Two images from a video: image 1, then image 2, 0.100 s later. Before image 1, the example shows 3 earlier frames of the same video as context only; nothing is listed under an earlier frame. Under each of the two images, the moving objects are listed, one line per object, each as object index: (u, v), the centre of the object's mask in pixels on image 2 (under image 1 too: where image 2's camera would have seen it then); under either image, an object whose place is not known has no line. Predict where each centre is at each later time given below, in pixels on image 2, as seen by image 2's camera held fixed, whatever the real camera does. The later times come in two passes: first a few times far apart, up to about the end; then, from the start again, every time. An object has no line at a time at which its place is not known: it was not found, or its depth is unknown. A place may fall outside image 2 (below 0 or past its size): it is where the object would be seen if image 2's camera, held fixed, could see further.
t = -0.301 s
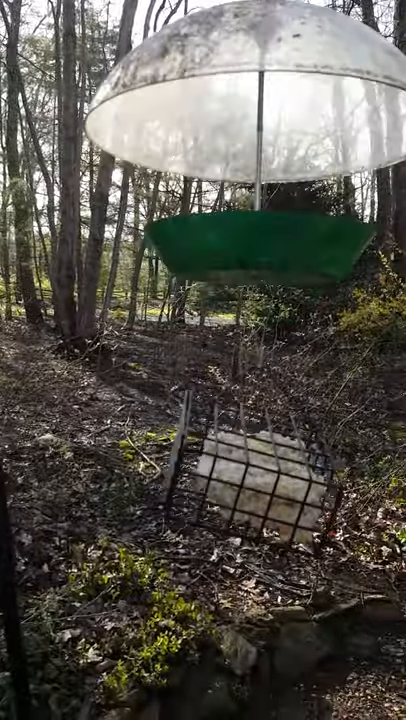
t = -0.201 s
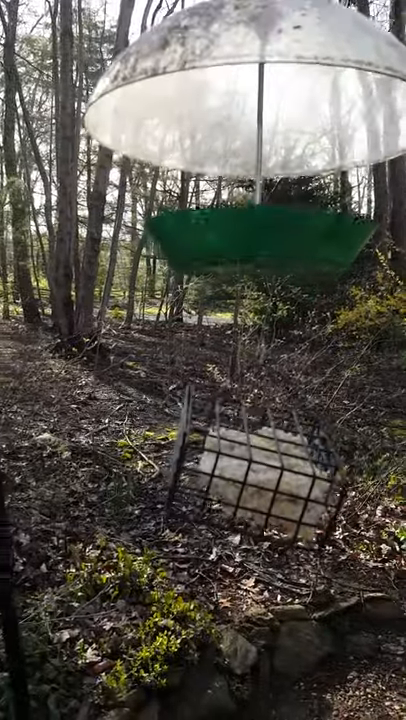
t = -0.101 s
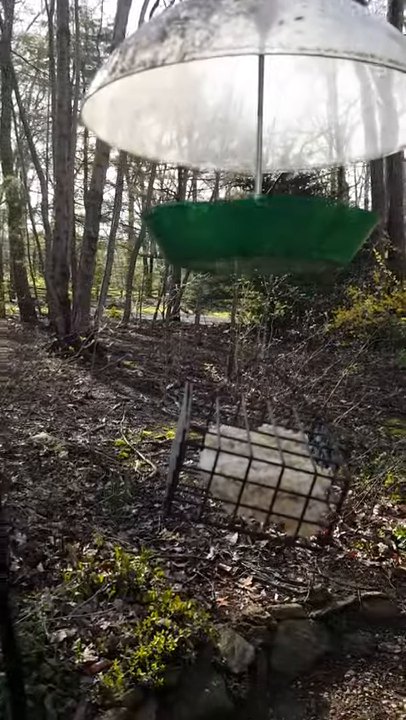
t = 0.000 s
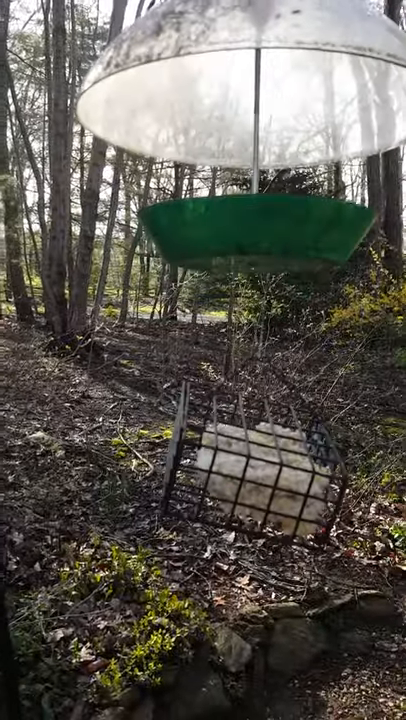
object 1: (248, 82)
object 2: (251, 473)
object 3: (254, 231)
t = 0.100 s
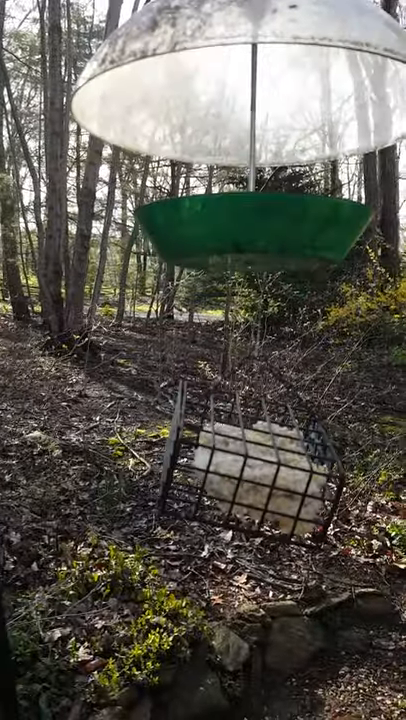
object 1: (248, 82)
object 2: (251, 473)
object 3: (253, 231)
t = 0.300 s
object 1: (250, 83)
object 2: (251, 475)
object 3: (254, 231)
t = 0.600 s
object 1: (247, 84)
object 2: (244, 476)
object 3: (250, 231)
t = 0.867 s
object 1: (242, 82)
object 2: (238, 478)
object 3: (244, 228)
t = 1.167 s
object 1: (243, 82)
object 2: (238, 475)
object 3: (245, 227)
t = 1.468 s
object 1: (244, 81)
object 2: (241, 479)
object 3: (246, 224)
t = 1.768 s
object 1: (246, 82)
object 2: (240, 473)
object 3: (246, 224)
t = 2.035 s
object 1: (246, 82)
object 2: (240, 473)
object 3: (247, 224)
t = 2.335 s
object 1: (245, 81)
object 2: (240, 473)
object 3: (246, 224)
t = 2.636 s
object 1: (244, 82)
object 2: (241, 474)
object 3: (246, 225)
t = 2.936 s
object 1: (243, 82)
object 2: (236, 475)
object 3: (244, 227)
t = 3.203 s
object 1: (244, 81)
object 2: (236, 473)
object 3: (243, 227)
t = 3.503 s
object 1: (245, 81)
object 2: (241, 479)
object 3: (246, 226)
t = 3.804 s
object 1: (245, 81)
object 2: (241, 472)
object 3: (246, 225)
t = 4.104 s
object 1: (244, 81)
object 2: (241, 471)
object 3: (245, 224)
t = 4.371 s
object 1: (243, 83)
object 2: (236, 474)
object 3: (244, 225)
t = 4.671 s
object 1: (244, 83)
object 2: (236, 473)
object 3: (244, 227)
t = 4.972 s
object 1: (247, 81)
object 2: (241, 474)
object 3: (248, 228)
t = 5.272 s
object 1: (249, 81)
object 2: (245, 474)
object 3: (250, 228)
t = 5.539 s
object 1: (249, 79)
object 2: (242, 474)
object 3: (249, 226)
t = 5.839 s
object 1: (249, 78)
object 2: (241, 476)
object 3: (248, 225)
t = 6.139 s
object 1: (249, 78)
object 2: (242, 476)
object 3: (248, 226)
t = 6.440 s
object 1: (251, 78)
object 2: (247, 479)
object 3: (252, 227)
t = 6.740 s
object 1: (252, 78)
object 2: (248, 479)
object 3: (252, 227)
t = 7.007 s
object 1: (251, 77)
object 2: (244, 476)
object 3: (251, 226)
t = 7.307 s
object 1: (250, 79)
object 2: (242, 480)
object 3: (250, 228)
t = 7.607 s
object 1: (250, 77)
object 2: (245, 480)
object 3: (249, 227)
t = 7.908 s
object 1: (252, 79)
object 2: (247, 476)
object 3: (251, 230)
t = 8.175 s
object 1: (252, 79)
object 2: (246, 477)
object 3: (251, 230)
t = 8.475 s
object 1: (249, 83)
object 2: (243, 477)
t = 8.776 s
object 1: (246, 87)
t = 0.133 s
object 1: (249, 82)
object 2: (252, 474)
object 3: (254, 231)
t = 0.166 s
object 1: (249, 83)
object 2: (250, 473)
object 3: (253, 231)
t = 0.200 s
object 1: (249, 83)
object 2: (251, 473)
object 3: (254, 231)
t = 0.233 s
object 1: (249, 83)
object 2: (251, 473)
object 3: (255, 231)
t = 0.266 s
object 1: (250, 83)
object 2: (250, 474)
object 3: (254, 231)
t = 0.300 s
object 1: (250, 83)
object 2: (251, 475)
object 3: (254, 231)
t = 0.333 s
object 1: (250, 83)
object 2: (251, 474)
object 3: (253, 231)
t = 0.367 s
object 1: (250, 83)
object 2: (250, 473)
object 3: (254, 231)
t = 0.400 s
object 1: (249, 83)
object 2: (247, 475)
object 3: (253, 231)
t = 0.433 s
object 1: (249, 83)
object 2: (247, 477)
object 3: (253, 231)
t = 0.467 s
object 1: (249, 83)
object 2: (246, 477)
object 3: (252, 231)
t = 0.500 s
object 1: (248, 83)
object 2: (247, 476)
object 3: (251, 230)
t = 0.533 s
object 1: (249, 83)
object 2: (247, 476)
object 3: (252, 230)
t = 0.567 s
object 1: (248, 83)
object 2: (246, 476)
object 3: (251, 231)
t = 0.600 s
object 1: (247, 84)
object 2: (244, 476)
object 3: (250, 231)
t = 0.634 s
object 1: (247, 84)
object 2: (244, 475)
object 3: (249, 230)
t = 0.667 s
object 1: (246, 84)
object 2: (242, 475)
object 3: (249, 230)
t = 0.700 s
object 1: (245, 84)
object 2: (241, 477)
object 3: (247, 230)
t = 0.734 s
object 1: (245, 84)
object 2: (239, 479)
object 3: (246, 230)
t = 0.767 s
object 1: (244, 83)
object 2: (239, 479)
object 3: (245, 229)
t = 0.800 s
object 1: (243, 82)
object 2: (238, 479)
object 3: (245, 229)
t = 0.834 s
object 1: (243, 82)
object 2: (238, 479)
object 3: (245, 228)
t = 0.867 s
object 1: (242, 82)
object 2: (238, 478)
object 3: (244, 228)
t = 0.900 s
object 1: (241, 81)
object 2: (237, 478)
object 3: (244, 228)
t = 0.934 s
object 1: (241, 81)
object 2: (255, 479)
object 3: (244, 228)
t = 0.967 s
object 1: (241, 82)
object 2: (255, 478)
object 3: (244, 228)
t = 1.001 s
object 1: (242, 82)
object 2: (238, 478)
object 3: (244, 227)
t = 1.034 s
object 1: (242, 82)
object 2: (238, 477)
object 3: (244, 227)
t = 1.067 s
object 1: (242, 82)
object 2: (239, 478)
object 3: (244, 227)
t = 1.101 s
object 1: (242, 82)
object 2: (238, 475)
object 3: (244, 227)
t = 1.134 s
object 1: (242, 82)
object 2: (238, 475)
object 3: (245, 227)
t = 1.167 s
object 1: (243, 82)
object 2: (238, 475)
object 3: (245, 227)
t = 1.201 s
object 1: (243, 82)
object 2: (238, 474)
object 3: (244, 226)
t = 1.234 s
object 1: (242, 82)
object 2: (239, 471)
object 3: (244, 226)
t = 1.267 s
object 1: (242, 82)
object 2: (240, 475)
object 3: (244, 225)
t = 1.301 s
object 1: (243, 81)
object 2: (239, 480)
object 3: (244, 225)
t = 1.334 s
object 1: (243, 81)
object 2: (239, 479)
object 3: (245, 224)
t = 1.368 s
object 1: (242, 82)
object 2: (239, 479)
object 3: (244, 225)
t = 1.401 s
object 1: (242, 82)
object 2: (240, 479)
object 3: (244, 225)
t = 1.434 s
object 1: (243, 81)
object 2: (241, 480)
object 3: (245, 225)
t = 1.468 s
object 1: (244, 81)
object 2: (241, 479)
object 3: (246, 224)
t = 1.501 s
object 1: (244, 82)
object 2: (241, 479)
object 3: (246, 225)
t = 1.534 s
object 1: (244, 82)
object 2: (241, 478)
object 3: (245, 225)
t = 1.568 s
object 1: (245, 82)
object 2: (240, 475)
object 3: (246, 224)
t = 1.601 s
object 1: (245, 82)
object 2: (240, 473)
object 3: (246, 224)
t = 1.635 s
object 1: (246, 83)
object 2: (240, 473)
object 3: (246, 225)
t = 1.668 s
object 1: (246, 82)
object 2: (240, 473)
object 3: (247, 224)
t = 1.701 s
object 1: (246, 83)
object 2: (240, 473)
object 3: (247, 224)
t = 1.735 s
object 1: (246, 83)
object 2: (240, 473)
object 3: (246, 224)
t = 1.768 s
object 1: (246, 82)
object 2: (240, 473)
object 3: (246, 224)
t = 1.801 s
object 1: (245, 82)
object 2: (240, 473)
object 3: (246, 224)
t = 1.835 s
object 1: (246, 82)
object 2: (240, 473)
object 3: (246, 224)
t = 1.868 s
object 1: (246, 82)
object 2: (240, 473)
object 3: (247, 224)
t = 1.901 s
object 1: (246, 82)
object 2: (240, 473)
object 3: (246, 224)
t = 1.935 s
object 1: (246, 83)
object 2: (240, 473)
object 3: (247, 225)
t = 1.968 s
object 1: (246, 82)
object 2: (240, 473)
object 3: (247, 224)
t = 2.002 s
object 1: (246, 82)
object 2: (240, 473)
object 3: (247, 224)
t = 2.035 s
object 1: (246, 82)
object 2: (240, 473)
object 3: (247, 224)
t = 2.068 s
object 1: (246, 83)
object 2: (240, 473)
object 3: (247, 224)
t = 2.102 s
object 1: (246, 83)
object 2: (240, 473)
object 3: (246, 224)
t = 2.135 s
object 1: (245, 82)
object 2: (240, 474)
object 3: (246, 224)
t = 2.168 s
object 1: (245, 81)
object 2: (239, 473)
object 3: (246, 224)
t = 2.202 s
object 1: (245, 82)
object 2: (239, 473)
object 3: (246, 224)
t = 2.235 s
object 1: (245, 82)
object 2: (240, 473)
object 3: (246, 224)
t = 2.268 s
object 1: (246, 82)
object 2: (240, 473)
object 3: (246, 225)
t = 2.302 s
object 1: (246, 82)
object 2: (240, 473)
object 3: (246, 225)
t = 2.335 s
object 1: (245, 81)
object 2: (240, 473)
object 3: (246, 224)
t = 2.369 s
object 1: (245, 81)
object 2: (240, 473)
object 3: (246, 224)
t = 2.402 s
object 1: (245, 81)
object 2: (240, 472)
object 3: (246, 224)
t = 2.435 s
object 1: (244, 82)
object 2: (240, 472)
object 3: (246, 225)
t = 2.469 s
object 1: (245, 82)
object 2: (241, 473)
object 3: (246, 226)
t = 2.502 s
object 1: (245, 82)
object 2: (241, 472)
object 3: (247, 225)
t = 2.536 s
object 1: (245, 82)
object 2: (241, 471)
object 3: (246, 225)
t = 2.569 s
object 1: (244, 83)
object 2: (241, 472)
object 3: (246, 226)
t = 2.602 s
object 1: (244, 83)
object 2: (241, 475)
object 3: (246, 226)
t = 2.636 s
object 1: (244, 82)
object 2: (241, 474)
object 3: (246, 225)
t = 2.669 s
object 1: (244, 82)
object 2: (240, 471)
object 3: (245, 225)
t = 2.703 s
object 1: (243, 83)
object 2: (240, 471)
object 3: (245, 226)
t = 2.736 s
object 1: (243, 82)
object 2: (239, 471)
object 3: (245, 226)
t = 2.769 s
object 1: (242, 82)
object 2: (238, 471)
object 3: (244, 225)
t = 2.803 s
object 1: (242, 82)
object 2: (238, 471)
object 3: (244, 226)
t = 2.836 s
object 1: (242, 82)
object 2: (238, 473)
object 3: (244, 226)
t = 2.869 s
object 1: (242, 82)
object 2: (237, 475)
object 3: (244, 226)
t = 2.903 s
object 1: (242, 82)
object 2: (237, 476)
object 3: (244, 227)
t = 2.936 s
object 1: (243, 82)
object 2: (236, 475)
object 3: (244, 227)
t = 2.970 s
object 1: (243, 82)
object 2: (238, 473)
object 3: (244, 227)
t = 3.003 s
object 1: (243, 83)
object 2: (237, 472)
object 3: (244, 227)
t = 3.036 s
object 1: (243, 82)
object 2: (237, 473)
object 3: (244, 227)
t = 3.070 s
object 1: (244, 82)
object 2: (237, 473)
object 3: (244, 227)
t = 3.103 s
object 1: (243, 82)
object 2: (236, 473)
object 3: (243, 227)
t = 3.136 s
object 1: (243, 82)
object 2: (236, 473)
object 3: (243, 227)
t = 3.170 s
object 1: (243, 82)
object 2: (236, 473)
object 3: (243, 227)
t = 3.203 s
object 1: (244, 81)
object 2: (236, 473)
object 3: (243, 227)
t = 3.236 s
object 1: (244, 81)
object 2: (237, 473)
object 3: (243, 227)
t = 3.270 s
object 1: (244, 82)
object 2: (236, 473)
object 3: (243, 227)
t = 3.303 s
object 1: (244, 81)
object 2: (237, 472)
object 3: (243, 227)
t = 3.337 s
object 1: (244, 80)
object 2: (239, 471)
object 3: (244, 226)
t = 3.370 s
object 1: (244, 81)
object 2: (237, 477)
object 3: (244, 226)
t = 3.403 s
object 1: (244, 81)
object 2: (238, 478)
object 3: (245, 226)
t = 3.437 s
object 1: (245, 80)
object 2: (240, 479)
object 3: (245, 225)
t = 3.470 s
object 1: (245, 80)
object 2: (240, 479)
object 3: (246, 225)
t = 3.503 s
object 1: (245, 81)
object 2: (241, 479)
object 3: (246, 226)
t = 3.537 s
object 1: (246, 80)
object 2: (241, 473)
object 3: (246, 225)
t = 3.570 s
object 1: (246, 80)
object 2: (241, 473)
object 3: (246, 224)
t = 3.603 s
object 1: (246, 81)
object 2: (241, 472)
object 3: (246, 225)
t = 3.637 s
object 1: (245, 82)
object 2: (241, 473)
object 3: (245, 226)
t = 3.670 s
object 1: (245, 82)
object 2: (241, 473)
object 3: (246, 225)
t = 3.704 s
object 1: (245, 82)
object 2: (241, 472)
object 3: (246, 225)
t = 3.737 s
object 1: (245, 82)
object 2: (241, 477)
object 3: (245, 226)
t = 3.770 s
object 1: (245, 81)
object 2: (242, 467)
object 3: (246, 226)
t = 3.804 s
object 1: (245, 81)
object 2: (241, 472)
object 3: (246, 225)
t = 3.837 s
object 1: (245, 80)
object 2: (242, 471)
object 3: (246, 225)
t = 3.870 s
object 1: (244, 81)
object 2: (241, 471)
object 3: (246, 225)
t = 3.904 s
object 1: (244, 81)
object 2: (241, 470)
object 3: (245, 225)
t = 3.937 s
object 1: (244, 80)
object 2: (242, 471)
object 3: (246, 224)
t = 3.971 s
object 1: (244, 80)
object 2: (242, 471)
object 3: (246, 224)
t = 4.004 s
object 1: (244, 81)
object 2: (242, 471)
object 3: (246, 225)
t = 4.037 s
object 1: (243, 81)
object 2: (241, 472)
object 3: (245, 225)
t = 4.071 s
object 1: (243, 81)
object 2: (241, 472)
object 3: (244, 225)
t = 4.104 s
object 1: (244, 81)
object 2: (241, 471)
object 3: (245, 224)
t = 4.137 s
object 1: (243, 81)
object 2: (242, 471)
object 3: (244, 224)
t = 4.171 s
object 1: (243, 82)
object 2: (242, 476)
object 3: (244, 225)
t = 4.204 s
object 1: (243, 82)
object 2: (240, 478)
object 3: (244, 225)
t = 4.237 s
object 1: (243, 82)
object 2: (239, 477)
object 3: (244, 225)
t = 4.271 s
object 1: (243, 82)
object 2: (238, 474)
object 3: (244, 225)
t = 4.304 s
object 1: (243, 81)
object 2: (238, 470)
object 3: (243, 224)
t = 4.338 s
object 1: (243, 81)
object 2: (237, 472)
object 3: (244, 223)
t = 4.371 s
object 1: (243, 83)
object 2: (236, 474)
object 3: (244, 225)
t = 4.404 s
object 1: (242, 83)
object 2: (235, 474)
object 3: (243, 226)
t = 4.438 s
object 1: (243, 83)
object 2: (236, 474)
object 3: (243, 225)
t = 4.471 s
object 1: (243, 83)
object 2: (236, 474)
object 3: (244, 225)
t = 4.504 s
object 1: (243, 83)
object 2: (236, 474)
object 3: (243, 226)
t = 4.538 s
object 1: (243, 83)
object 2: (236, 473)
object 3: (243, 226)
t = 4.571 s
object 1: (243, 83)
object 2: (236, 473)
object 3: (244, 226)
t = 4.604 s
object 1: (244, 83)
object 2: (236, 473)
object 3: (244, 226)
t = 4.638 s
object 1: (244, 83)
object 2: (236, 473)
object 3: (244, 227)
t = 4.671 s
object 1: (244, 83)
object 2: (236, 473)
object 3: (244, 227)
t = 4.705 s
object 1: (244, 82)
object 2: (236, 473)
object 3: (244, 227)
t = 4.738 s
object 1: (245, 82)
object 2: (237, 473)
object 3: (244, 227)
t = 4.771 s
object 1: (245, 82)
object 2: (237, 473)
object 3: (244, 227)
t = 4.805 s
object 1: (245, 82)
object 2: (238, 473)
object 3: (245, 227)
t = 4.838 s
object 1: (246, 81)
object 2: (239, 473)
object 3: (246, 227)
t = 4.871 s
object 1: (246, 82)
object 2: (240, 476)
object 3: (247, 228)
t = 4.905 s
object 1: (246, 82)
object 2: (240, 476)
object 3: (247, 228)
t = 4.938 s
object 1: (246, 82)
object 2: (241, 476)
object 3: (247, 229)
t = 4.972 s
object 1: (247, 81)
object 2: (241, 474)
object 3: (248, 228)
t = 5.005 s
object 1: (248, 81)
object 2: (242, 474)
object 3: (248, 228)
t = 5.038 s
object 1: (248, 81)
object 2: (244, 475)
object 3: (248, 229)
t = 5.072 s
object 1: (248, 81)
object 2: (244, 474)
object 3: (249, 228)
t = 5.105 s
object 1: (249, 81)
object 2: (245, 474)
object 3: (249, 228)
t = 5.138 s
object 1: (249, 81)
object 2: (245, 474)
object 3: (250, 228)
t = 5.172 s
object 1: (249, 82)
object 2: (245, 475)
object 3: (250, 229)
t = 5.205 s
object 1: (249, 81)
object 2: (245, 475)
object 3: (250, 228)
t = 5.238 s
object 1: (249, 81)
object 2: (245, 474)
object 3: (250, 228)
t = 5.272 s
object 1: (249, 81)
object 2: (245, 474)
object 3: (250, 228)
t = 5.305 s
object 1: (249, 80)
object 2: (244, 474)
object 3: (249, 228)
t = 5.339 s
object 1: (250, 79)
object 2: (244, 474)
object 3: (250, 227)
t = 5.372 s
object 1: (249, 79)
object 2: (244, 474)
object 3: (249, 228)
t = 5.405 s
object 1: (249, 80)
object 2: (244, 474)
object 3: (249, 228)
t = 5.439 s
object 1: (249, 79)
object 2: (244, 474)
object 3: (249, 227)
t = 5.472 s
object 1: (249, 78)
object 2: (244, 474)
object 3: (249, 226)
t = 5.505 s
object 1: (249, 79)
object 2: (243, 474)
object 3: (250, 226)
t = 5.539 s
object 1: (249, 79)
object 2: (242, 474)
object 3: (249, 226)
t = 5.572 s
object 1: (249, 79)
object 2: (241, 475)
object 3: (249, 226)
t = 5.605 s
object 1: (249, 79)
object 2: (241, 475)
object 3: (249, 226)
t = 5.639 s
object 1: (249, 79)
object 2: (241, 475)
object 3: (248, 226)
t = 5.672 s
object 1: (249, 79)
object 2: (241, 475)
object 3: (248, 226)
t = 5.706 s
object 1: (249, 78)
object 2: (241, 475)
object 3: (248, 225)
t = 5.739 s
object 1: (249, 78)
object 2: (241, 475)
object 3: (248, 225)
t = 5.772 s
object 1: (249, 78)
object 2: (241, 475)
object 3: (248, 225)
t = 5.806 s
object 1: (249, 78)
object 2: (241, 475)
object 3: (248, 225)
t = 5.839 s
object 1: (249, 78)
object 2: (241, 476)
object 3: (248, 225)
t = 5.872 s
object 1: (249, 78)
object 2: (241, 476)
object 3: (248, 225)
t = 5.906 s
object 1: (249, 78)
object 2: (242, 476)
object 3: (248, 225)
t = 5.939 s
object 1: (249, 79)
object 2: (242, 476)
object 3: (248, 226)
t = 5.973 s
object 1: (249, 79)
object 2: (242, 476)
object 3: (248, 225)
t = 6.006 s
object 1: (249, 79)
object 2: (242, 476)
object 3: (248, 226)
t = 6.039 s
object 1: (249, 78)
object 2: (242, 476)
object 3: (248, 226)
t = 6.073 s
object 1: (249, 78)
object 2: (242, 476)
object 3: (248, 225)
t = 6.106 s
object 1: (249, 79)
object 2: (242, 476)
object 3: (248, 226)
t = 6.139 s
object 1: (249, 78)
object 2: (242, 476)
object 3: (248, 226)
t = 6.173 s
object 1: (249, 79)
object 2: (242, 477)
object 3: (248, 226)
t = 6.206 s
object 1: (249, 78)
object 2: (243, 476)
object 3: (249, 225)
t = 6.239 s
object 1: (250, 78)
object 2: (243, 476)
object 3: (249, 225)
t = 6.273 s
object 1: (250, 78)
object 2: (243, 476)
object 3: (250, 226)
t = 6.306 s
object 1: (250, 78)
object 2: (243, 476)
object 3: (250, 226)
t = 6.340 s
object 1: (250, 78)
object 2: (244, 476)
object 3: (250, 226)
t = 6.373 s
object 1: (251, 78)
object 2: (245, 477)
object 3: (251, 226)
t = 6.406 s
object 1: (251, 78)
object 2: (246, 479)
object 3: (252, 227)
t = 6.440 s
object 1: (251, 78)
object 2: (247, 479)
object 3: (252, 227)
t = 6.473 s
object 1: (251, 78)
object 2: (248, 479)
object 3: (252, 227)
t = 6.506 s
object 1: (251, 77)
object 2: (248, 479)
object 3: (252, 227)
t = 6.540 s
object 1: (252, 78)
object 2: (248, 479)
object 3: (252, 227)
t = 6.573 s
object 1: (252, 78)
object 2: (248, 478)
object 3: (252, 227)
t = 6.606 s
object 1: (252, 78)
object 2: (248, 479)
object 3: (252, 228)
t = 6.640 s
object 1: (253, 78)
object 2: (248, 479)
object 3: (252, 227)
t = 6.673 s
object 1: (252, 78)
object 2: (248, 479)
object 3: (252, 227)
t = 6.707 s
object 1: (252, 79)
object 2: (248, 479)
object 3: (252, 228)
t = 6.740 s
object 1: (252, 78)
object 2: (248, 479)
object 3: (252, 227)
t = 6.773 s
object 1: (252, 77)
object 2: (248, 480)
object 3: (252, 227)
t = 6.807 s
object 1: (252, 77)
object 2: (247, 478)
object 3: (251, 226)
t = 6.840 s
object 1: (252, 77)
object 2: (247, 477)
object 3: (251, 226)
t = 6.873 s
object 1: (252, 78)
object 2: (247, 476)
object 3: (251, 227)
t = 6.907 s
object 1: (251, 78)
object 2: (247, 476)
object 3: (251, 227)
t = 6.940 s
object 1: (251, 77)
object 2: (246, 476)
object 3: (250, 226)
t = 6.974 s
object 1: (251, 77)
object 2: (244, 476)
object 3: (251, 226)
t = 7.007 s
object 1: (251, 77)
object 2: (244, 476)
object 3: (251, 226)
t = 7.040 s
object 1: (250, 77)
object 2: (243, 477)
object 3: (250, 226)
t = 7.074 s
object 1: (250, 78)
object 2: (242, 483)
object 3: (250, 227)
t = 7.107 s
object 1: (250, 79)
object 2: (243, 481)
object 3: (249, 227)
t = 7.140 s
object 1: (250, 78)
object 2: (242, 482)
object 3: (249, 227)
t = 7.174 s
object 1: (250, 79)
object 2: (242, 481)
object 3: (249, 227)
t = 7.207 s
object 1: (250, 79)
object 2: (242, 481)
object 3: (249, 227)
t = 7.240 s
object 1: (250, 78)
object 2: (242, 480)
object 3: (249, 227)
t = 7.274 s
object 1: (250, 79)
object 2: (242, 480)
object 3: (249, 228)
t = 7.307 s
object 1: (250, 79)
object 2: (242, 480)
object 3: (250, 228)
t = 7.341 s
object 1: (250, 79)
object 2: (243, 480)
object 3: (250, 227)
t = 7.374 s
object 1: (249, 79)
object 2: (243, 480)
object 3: (250, 228)
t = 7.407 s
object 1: (249, 79)
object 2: (242, 480)
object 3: (249, 227)
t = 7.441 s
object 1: (249, 78)
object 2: (243, 479)
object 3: (249, 227)
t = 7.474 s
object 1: (249, 79)
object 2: (244, 479)
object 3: (249, 228)
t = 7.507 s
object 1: (249, 78)
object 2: (243, 481)
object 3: (249, 228)
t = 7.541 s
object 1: (249, 78)
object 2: (243, 482)
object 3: (249, 227)
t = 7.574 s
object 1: (250, 78)
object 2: (244, 481)
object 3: (249, 228)
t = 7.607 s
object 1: (250, 77)
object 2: (245, 480)
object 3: (249, 227)
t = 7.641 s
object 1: (250, 78)
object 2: (245, 480)
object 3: (250, 228)
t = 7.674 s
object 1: (251, 79)
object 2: (246, 481)
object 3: (250, 228)
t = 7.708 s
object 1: (251, 79)
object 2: (246, 480)
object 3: (250, 228)
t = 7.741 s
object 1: (251, 79)
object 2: (247, 481)
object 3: (251, 229)
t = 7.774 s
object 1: (251, 79)
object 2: (247, 480)
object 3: (251, 229)
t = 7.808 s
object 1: (252, 80)
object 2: (247, 477)
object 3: (251, 230)
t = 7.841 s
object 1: (251, 79)
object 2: (247, 477)
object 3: (251, 230)
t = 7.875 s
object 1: (252, 79)
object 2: (247, 476)
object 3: (251, 230)
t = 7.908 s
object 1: (252, 79)
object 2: (247, 476)
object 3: (251, 230)
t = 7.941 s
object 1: (252, 78)
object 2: (247, 476)
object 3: (251, 230)
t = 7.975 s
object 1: (252, 78)
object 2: (247, 477)
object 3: (251, 229)
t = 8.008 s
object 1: (252, 78)
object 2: (247, 478)
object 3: (251, 229)
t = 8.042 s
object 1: (252, 78)
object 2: (247, 477)
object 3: (251, 229)
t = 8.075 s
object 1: (252, 78)
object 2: (246, 478)
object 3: (251, 229)
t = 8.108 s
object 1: (251, 78)
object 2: (246, 477)
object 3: (251, 229)
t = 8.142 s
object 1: (252, 79)
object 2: (246, 476)
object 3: (251, 230)
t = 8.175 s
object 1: (252, 79)
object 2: (246, 477)
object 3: (251, 230)
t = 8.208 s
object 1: (252, 79)
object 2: (246, 476)
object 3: (251, 229)
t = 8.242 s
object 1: (252, 79)
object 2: (246, 478)
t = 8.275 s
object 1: (252, 80)
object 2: (245, 479)
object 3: (252, 231)
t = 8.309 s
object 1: (252, 81)
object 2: (244, 477)
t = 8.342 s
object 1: (251, 81)
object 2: (243, 477)
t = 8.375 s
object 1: (251, 81)
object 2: (242, 478)
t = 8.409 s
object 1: (250, 81)
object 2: (242, 478)
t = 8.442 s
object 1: (250, 82)
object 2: (242, 477)
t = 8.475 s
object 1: (249, 83)
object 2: (243, 477)
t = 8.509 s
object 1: (249, 82)
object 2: (242, 477)
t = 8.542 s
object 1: (249, 82)
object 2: (243, 476)
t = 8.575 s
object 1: (248, 82)
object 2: (242, 477)
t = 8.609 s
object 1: (248, 83)
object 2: (242, 476)
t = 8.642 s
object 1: (247, 82)
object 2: (241, 476)
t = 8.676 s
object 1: (247, 83)
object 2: (240, 477)
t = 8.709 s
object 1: (246, 85)
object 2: (240, 476)
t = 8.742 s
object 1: (246, 86)
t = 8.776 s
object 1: (246, 87)
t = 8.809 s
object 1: (246, 89)
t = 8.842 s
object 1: (246, 89)
